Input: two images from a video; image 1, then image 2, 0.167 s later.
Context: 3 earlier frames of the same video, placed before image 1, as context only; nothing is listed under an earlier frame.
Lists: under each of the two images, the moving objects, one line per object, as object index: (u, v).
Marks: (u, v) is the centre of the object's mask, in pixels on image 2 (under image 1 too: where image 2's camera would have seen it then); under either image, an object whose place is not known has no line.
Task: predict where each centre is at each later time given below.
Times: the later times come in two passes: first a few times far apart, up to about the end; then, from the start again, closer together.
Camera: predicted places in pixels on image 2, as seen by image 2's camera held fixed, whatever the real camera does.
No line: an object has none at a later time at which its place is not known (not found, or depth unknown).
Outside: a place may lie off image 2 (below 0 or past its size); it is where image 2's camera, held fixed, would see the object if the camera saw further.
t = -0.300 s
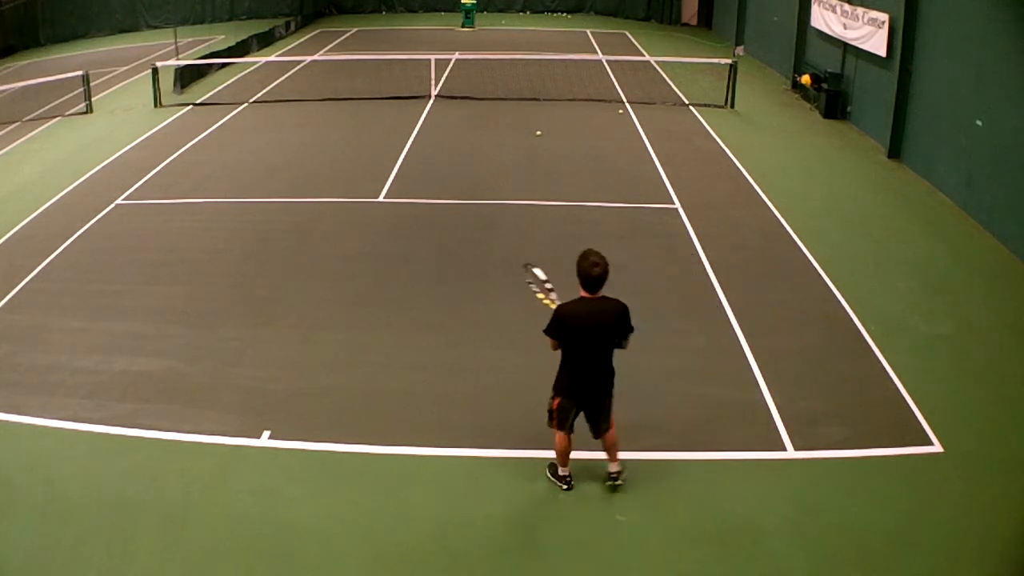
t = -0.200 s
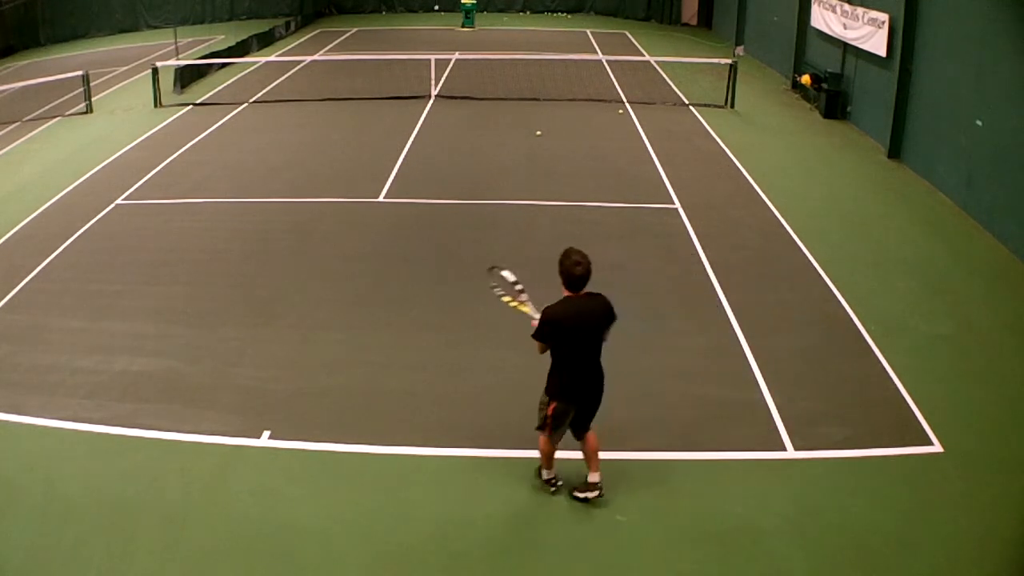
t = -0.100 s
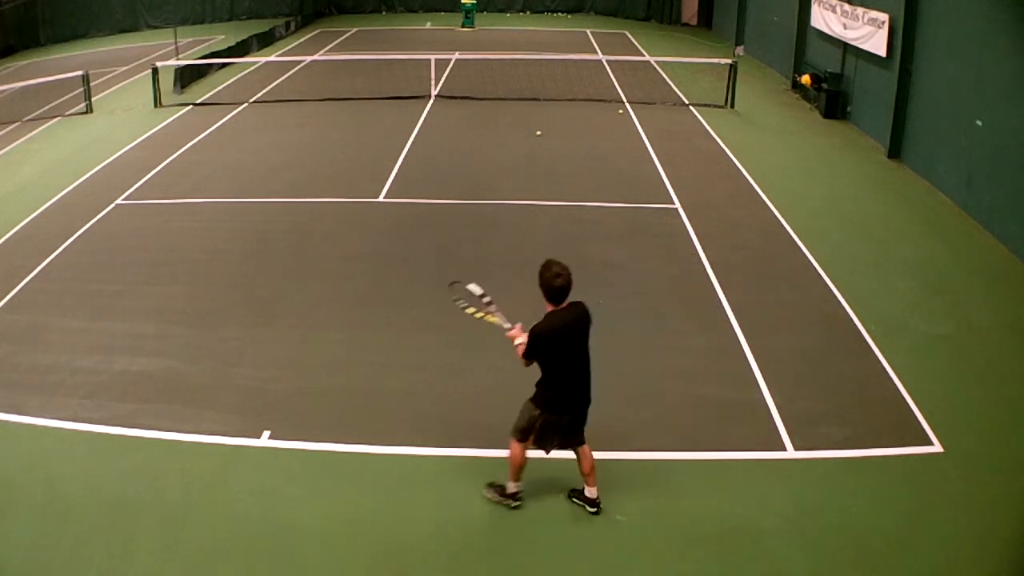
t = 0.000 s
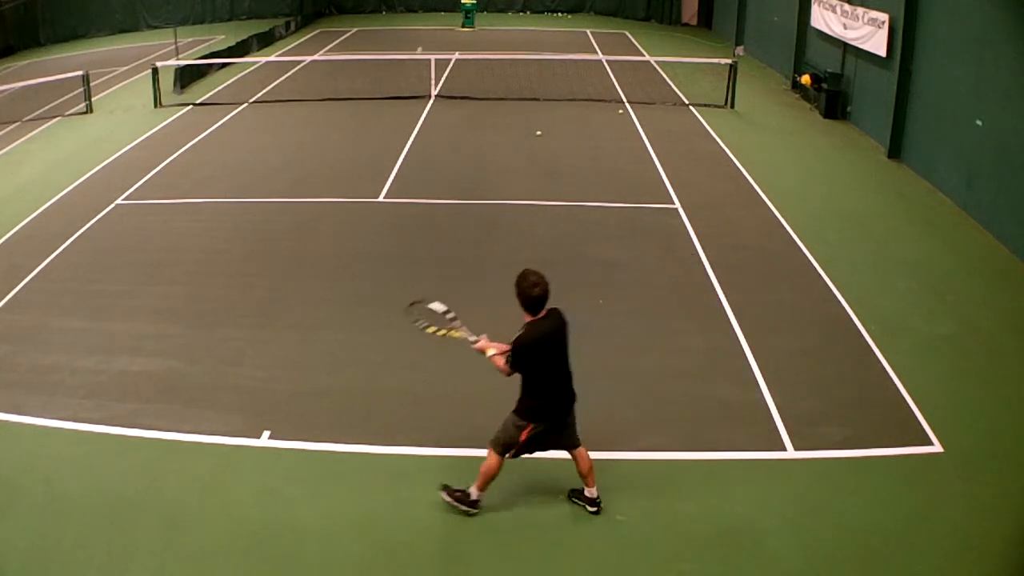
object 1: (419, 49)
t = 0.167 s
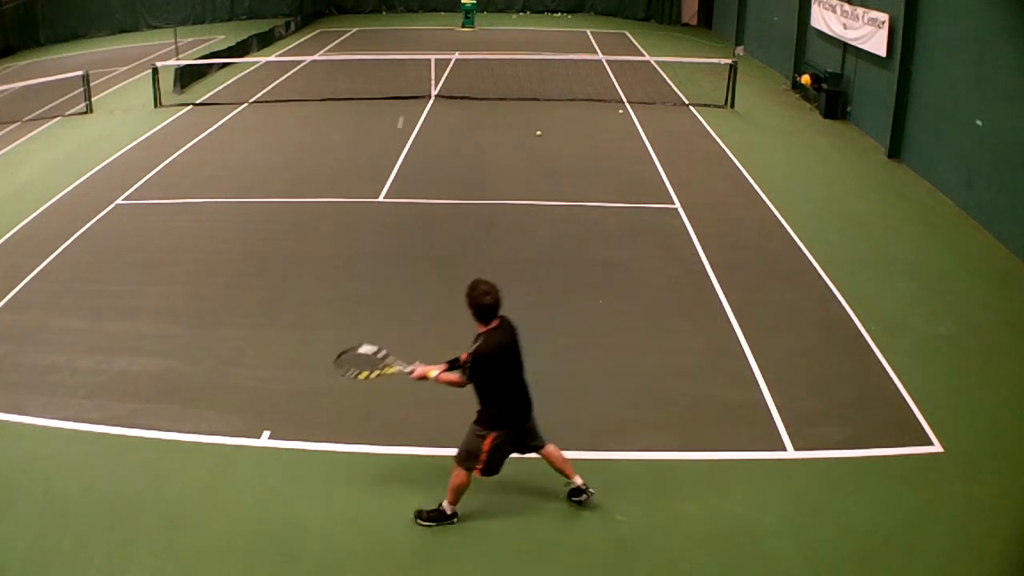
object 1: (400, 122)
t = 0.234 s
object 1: (392, 164)
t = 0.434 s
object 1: (365, 238)
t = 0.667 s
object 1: (332, 254)
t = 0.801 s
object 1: (309, 299)
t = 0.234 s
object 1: (392, 164)
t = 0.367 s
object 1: (373, 243)
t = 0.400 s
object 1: (369, 240)
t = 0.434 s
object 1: (365, 238)
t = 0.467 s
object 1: (362, 237)
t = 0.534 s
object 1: (352, 238)
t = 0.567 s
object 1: (348, 240)
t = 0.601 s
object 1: (343, 243)
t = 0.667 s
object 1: (332, 254)
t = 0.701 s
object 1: (327, 262)
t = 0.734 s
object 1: (321, 273)
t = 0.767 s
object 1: (315, 284)
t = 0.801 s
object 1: (309, 299)
